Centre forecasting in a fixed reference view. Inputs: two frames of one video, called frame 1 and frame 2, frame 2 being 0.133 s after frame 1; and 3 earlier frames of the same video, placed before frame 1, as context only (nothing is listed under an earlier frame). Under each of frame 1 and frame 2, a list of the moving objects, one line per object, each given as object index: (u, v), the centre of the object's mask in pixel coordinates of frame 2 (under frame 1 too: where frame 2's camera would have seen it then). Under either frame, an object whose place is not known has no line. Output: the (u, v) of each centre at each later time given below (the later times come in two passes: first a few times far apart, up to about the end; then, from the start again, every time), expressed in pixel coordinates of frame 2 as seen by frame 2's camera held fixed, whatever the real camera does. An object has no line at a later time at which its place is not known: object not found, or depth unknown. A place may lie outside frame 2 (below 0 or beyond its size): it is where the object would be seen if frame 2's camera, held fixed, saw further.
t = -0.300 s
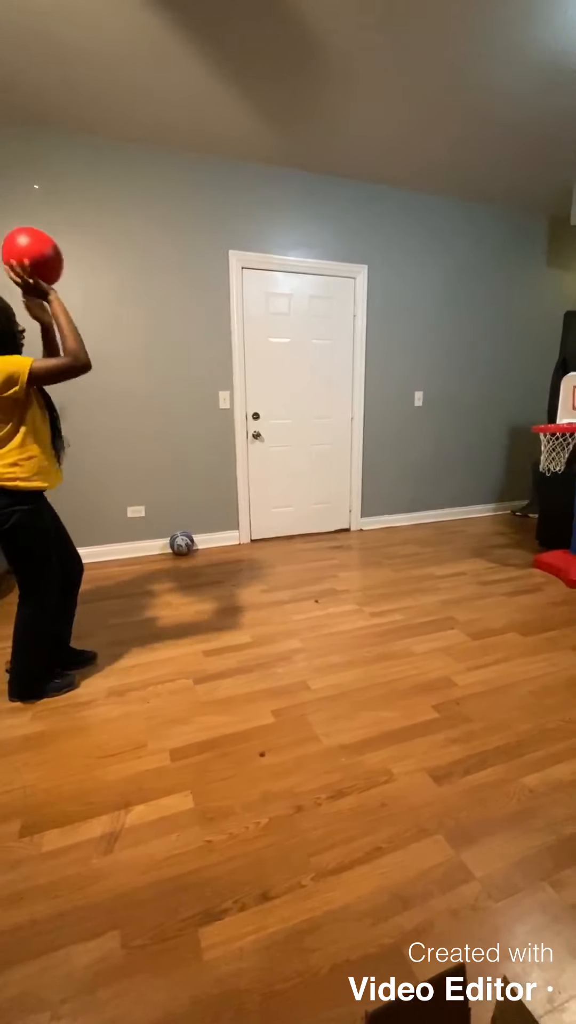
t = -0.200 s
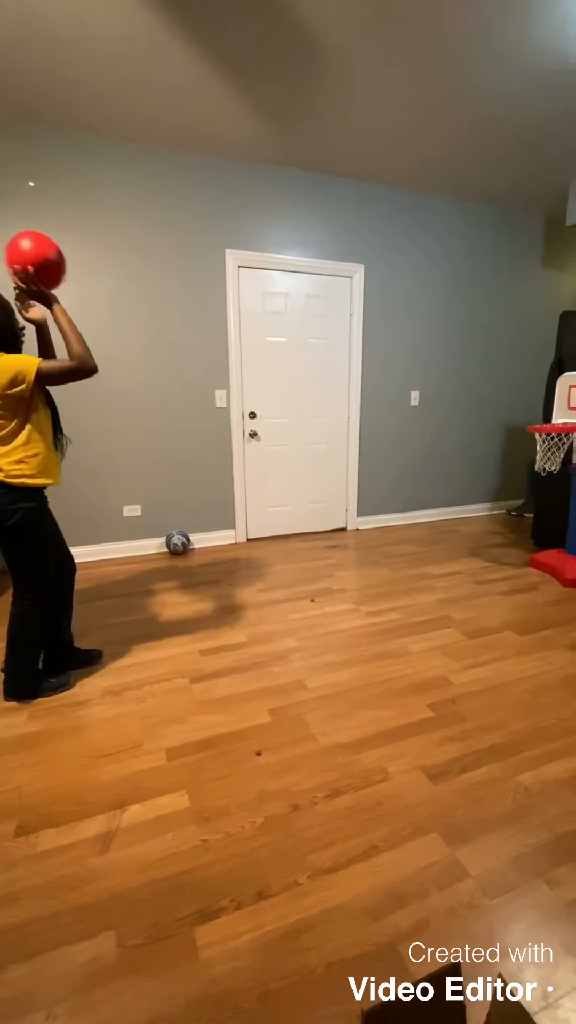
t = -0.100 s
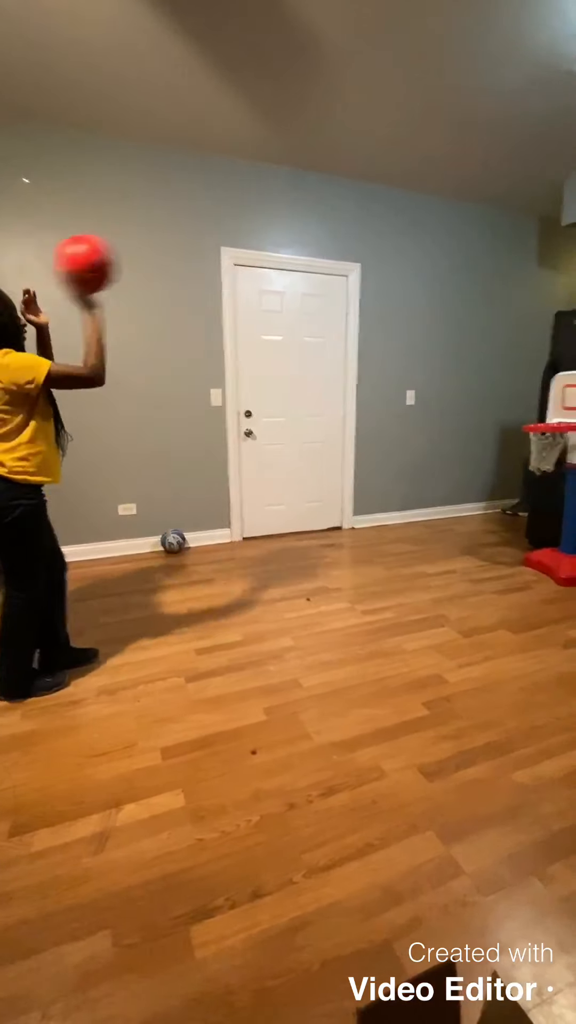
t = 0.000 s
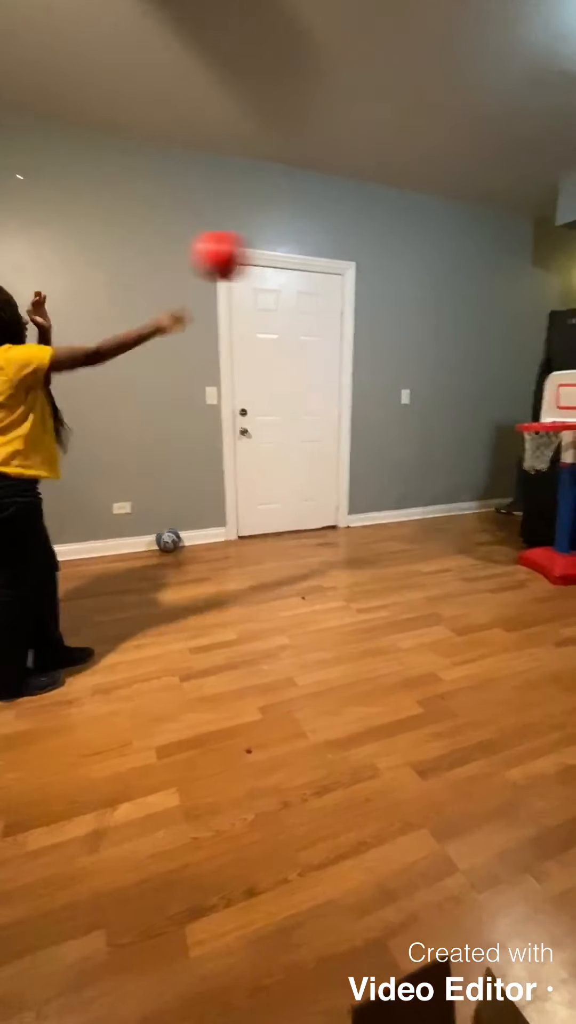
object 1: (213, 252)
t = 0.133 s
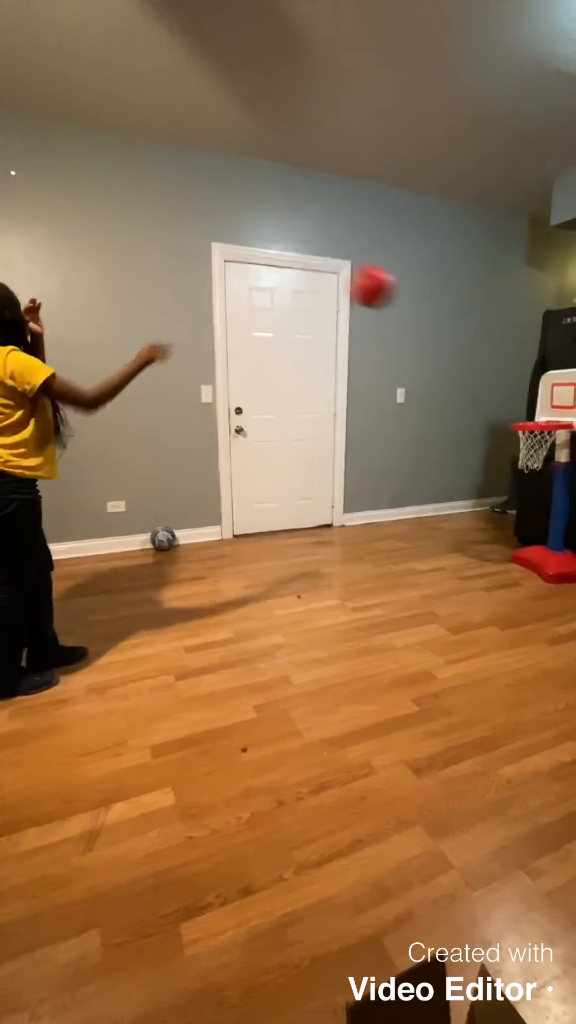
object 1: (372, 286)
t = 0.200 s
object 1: (428, 312)
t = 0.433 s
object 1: (533, 411)
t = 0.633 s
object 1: (489, 398)
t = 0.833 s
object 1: (438, 446)
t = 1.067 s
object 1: (375, 577)
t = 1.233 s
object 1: (333, 530)
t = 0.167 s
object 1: (401, 299)
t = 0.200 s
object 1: (428, 312)
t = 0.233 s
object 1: (453, 325)
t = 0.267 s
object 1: (474, 340)
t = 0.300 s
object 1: (494, 356)
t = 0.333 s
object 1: (513, 372)
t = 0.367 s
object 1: (528, 390)
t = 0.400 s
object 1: (543, 407)
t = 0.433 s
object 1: (533, 411)
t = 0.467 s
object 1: (525, 409)
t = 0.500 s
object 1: (518, 405)
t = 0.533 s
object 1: (511, 400)
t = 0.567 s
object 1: (504, 398)
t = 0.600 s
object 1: (496, 397)
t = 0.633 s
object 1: (489, 398)
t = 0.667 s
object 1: (481, 401)
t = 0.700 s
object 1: (473, 406)
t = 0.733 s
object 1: (464, 413)
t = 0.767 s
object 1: (456, 422)
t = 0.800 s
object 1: (447, 433)
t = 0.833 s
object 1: (438, 446)
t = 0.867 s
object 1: (429, 460)
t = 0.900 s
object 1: (420, 476)
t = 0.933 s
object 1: (411, 493)
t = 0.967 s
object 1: (402, 513)
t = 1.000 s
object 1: (394, 534)
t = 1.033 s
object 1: (384, 556)
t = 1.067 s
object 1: (375, 577)
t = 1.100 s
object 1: (368, 565)
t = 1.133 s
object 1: (359, 553)
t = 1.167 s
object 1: (351, 544)
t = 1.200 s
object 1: (342, 536)
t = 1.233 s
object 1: (333, 530)
